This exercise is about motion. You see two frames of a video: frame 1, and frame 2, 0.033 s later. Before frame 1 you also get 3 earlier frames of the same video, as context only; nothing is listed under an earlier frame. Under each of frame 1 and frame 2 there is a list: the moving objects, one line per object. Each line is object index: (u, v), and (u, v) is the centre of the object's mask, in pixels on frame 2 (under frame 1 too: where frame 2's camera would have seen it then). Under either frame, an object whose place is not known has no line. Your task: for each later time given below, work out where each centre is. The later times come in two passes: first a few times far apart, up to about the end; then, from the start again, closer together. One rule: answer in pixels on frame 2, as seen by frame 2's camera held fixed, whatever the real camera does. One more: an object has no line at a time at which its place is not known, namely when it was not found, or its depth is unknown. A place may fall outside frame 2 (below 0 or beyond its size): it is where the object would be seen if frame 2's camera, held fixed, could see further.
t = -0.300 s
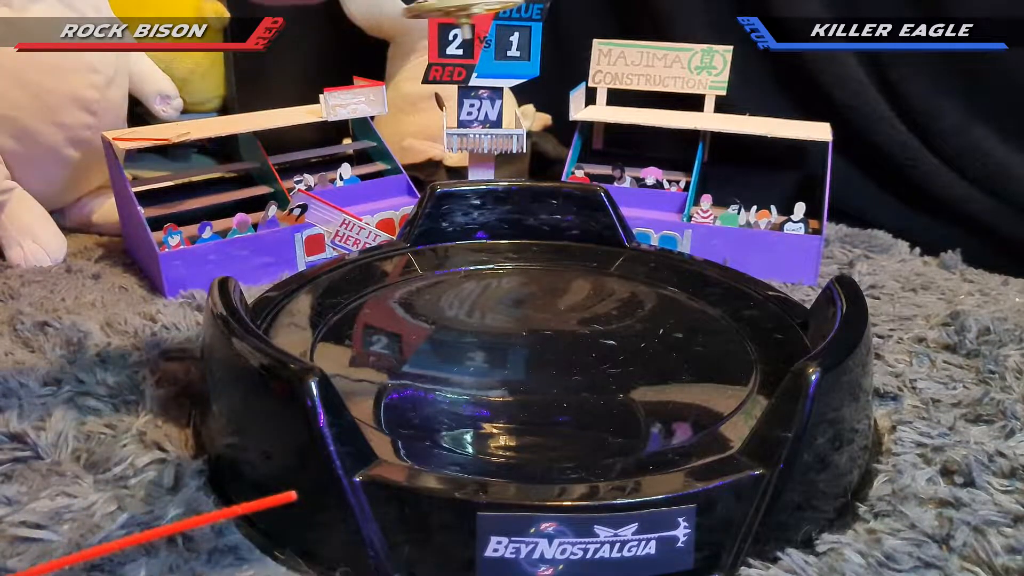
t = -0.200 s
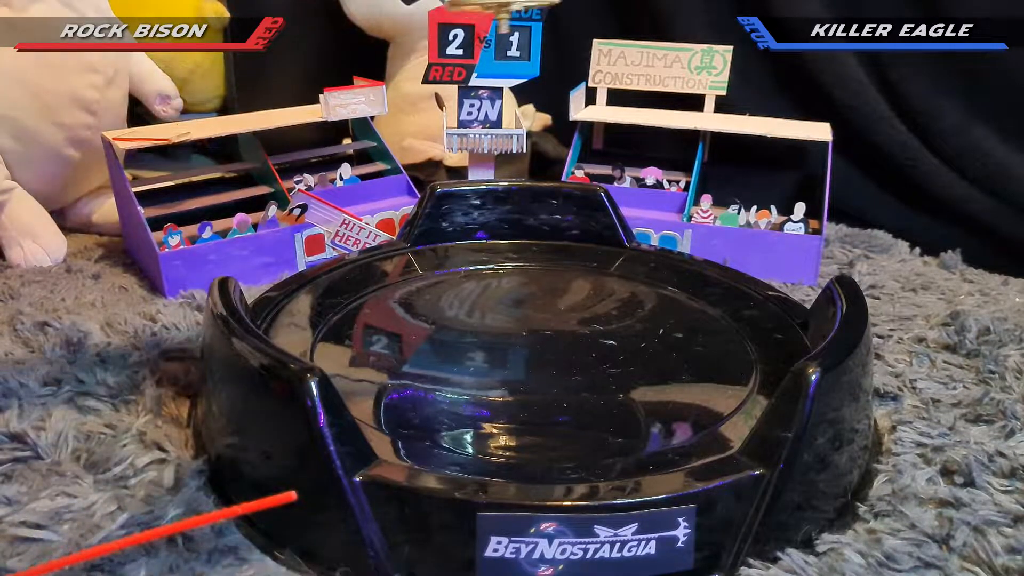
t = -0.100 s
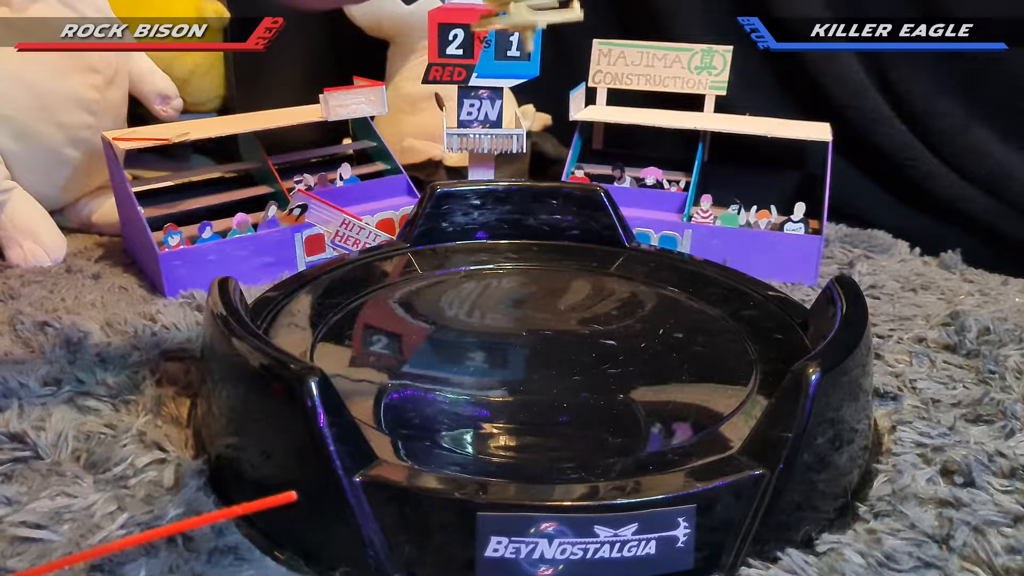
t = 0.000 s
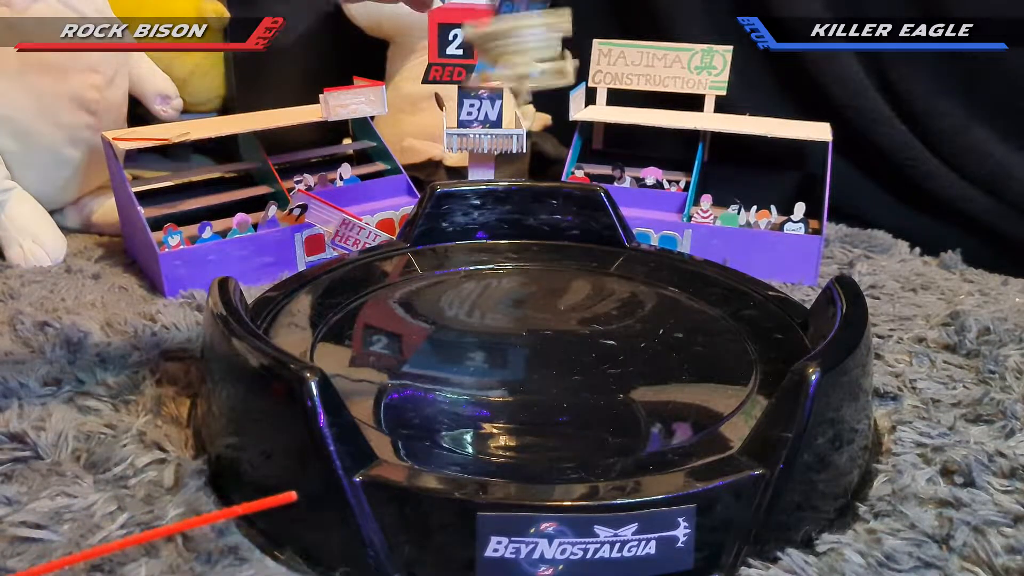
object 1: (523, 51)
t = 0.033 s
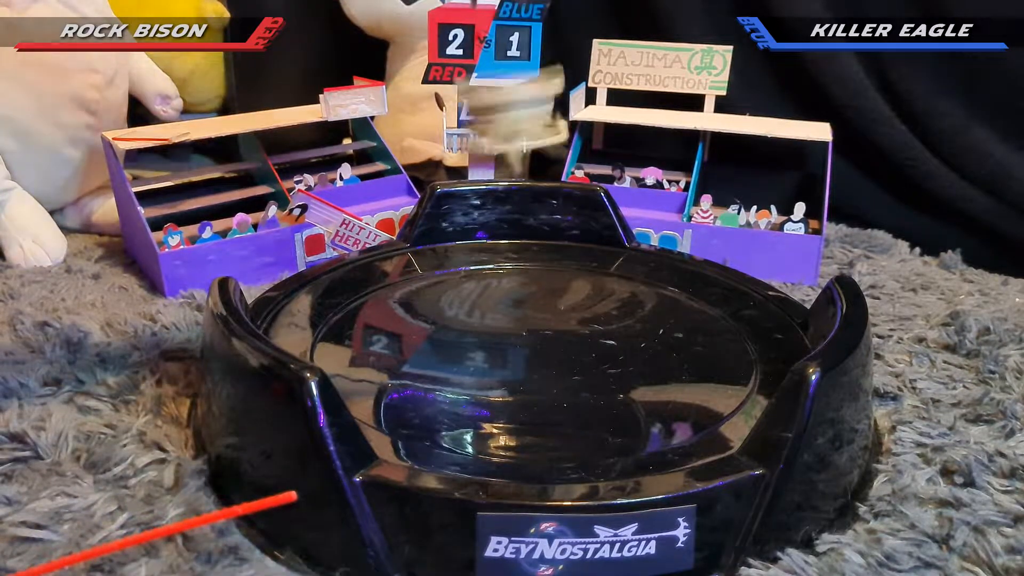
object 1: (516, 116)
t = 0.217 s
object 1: (496, 267)
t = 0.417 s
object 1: (512, 313)
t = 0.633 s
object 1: (529, 302)
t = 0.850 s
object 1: (515, 312)
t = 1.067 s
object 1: (444, 324)
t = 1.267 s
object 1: (409, 352)
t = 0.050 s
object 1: (512, 157)
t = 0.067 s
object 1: (502, 197)
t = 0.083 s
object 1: (497, 247)
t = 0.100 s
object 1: (492, 300)
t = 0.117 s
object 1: (488, 359)
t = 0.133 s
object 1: (488, 361)
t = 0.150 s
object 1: (490, 334)
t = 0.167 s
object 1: (490, 310)
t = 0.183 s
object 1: (493, 291)
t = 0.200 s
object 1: (493, 275)
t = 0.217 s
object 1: (496, 267)
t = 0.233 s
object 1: (498, 262)
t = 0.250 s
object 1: (499, 264)
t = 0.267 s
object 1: (500, 269)
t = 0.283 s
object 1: (501, 282)
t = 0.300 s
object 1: (502, 297)
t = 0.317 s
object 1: (505, 318)
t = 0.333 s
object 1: (505, 343)
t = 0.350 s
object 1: (506, 362)
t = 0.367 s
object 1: (509, 344)
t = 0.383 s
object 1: (510, 329)
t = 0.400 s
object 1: (511, 319)
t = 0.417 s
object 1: (512, 313)
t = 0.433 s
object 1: (513, 313)
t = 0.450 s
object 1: (514, 316)
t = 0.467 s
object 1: (516, 324)
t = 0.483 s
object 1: (516, 333)
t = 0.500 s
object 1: (517, 324)
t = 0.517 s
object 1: (519, 316)
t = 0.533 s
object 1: (519, 314)
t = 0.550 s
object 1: (520, 315)
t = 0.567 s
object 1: (520, 318)
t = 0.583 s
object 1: (524, 309)
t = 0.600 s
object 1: (524, 303)
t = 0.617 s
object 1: (527, 301)
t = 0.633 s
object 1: (529, 302)
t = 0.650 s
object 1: (531, 308)
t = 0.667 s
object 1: (532, 308)
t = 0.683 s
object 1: (532, 306)
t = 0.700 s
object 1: (532, 307)
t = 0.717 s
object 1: (532, 306)
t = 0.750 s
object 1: (531, 307)
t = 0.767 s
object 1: (529, 308)
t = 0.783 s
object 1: (527, 308)
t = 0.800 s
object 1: (525, 309)
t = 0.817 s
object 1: (522, 310)
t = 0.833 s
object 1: (518, 311)
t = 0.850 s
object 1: (515, 312)
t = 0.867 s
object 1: (511, 314)
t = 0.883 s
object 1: (507, 315)
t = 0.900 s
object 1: (502, 316)
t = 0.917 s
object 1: (497, 318)
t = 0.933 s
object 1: (492, 319)
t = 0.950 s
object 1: (486, 320)
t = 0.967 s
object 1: (481, 321)
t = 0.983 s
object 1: (475, 322)
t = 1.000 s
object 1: (469, 323)
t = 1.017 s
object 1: (463, 323)
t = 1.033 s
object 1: (457, 324)
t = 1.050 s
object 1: (450, 324)
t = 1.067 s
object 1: (444, 324)
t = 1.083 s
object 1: (436, 324)
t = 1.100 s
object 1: (429, 324)
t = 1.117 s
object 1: (421, 324)
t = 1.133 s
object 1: (412, 324)
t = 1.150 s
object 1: (405, 325)
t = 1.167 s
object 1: (399, 327)
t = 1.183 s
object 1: (395, 330)
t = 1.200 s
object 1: (392, 333)
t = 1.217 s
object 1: (393, 337)
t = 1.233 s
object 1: (395, 342)
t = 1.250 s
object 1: (401, 346)
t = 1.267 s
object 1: (409, 352)
